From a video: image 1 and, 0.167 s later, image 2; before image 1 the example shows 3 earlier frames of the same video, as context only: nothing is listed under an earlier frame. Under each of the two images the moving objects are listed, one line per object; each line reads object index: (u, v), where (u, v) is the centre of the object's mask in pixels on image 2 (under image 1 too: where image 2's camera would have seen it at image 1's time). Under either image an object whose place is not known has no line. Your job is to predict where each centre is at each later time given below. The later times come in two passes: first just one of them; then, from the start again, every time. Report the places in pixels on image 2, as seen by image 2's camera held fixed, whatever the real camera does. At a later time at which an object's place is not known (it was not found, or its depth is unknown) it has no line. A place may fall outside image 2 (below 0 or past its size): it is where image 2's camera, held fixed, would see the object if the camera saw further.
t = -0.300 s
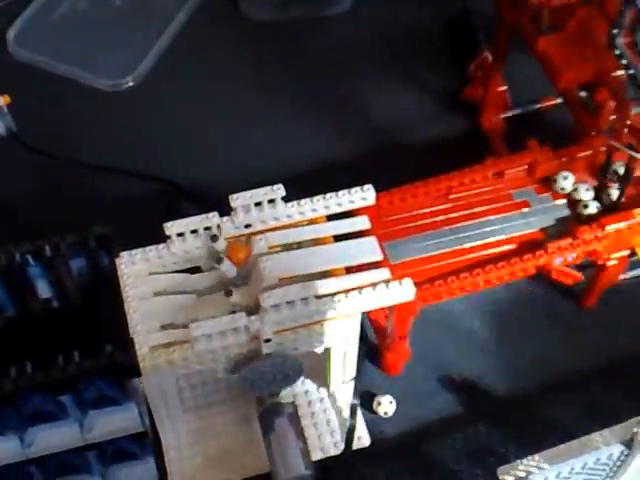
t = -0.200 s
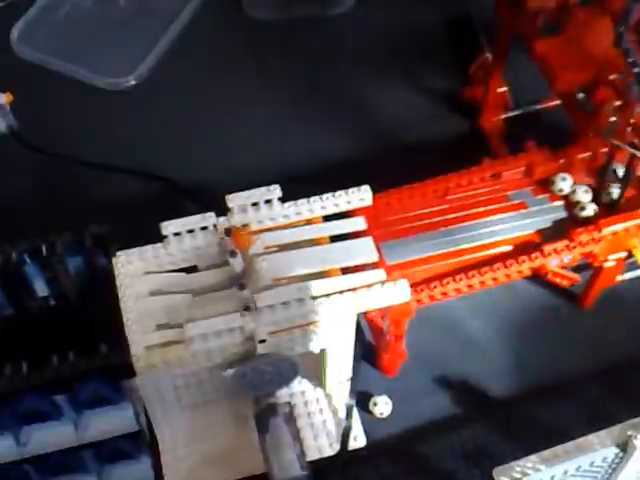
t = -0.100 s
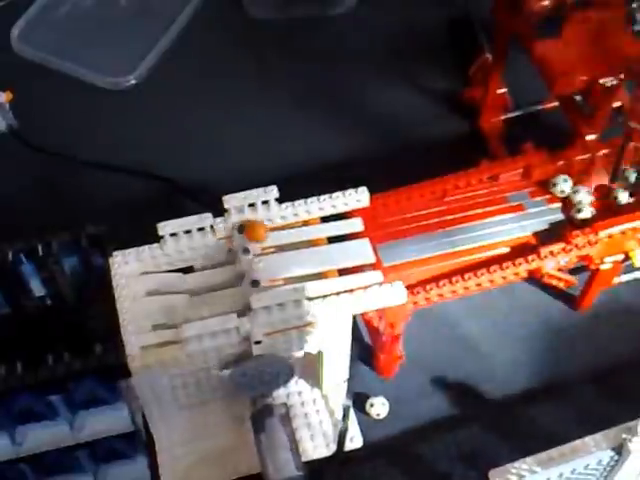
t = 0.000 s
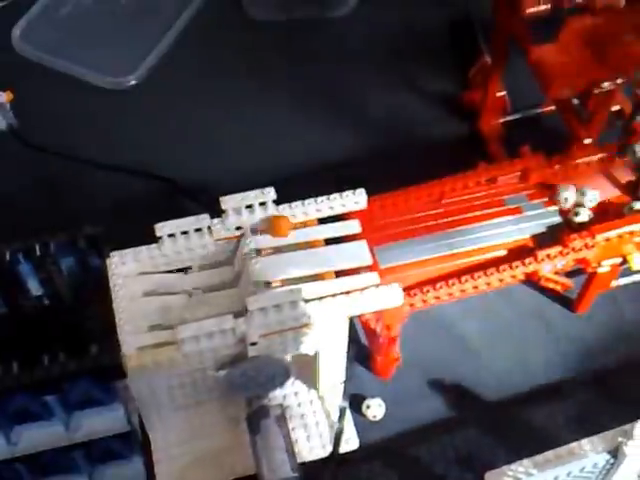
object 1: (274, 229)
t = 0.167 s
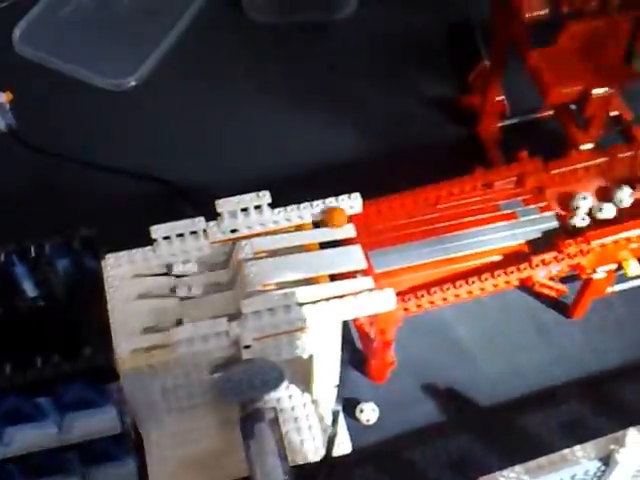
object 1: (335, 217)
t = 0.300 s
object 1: (389, 219)
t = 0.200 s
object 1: (348, 215)
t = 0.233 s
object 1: (360, 216)
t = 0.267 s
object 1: (372, 222)
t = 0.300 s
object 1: (389, 219)
